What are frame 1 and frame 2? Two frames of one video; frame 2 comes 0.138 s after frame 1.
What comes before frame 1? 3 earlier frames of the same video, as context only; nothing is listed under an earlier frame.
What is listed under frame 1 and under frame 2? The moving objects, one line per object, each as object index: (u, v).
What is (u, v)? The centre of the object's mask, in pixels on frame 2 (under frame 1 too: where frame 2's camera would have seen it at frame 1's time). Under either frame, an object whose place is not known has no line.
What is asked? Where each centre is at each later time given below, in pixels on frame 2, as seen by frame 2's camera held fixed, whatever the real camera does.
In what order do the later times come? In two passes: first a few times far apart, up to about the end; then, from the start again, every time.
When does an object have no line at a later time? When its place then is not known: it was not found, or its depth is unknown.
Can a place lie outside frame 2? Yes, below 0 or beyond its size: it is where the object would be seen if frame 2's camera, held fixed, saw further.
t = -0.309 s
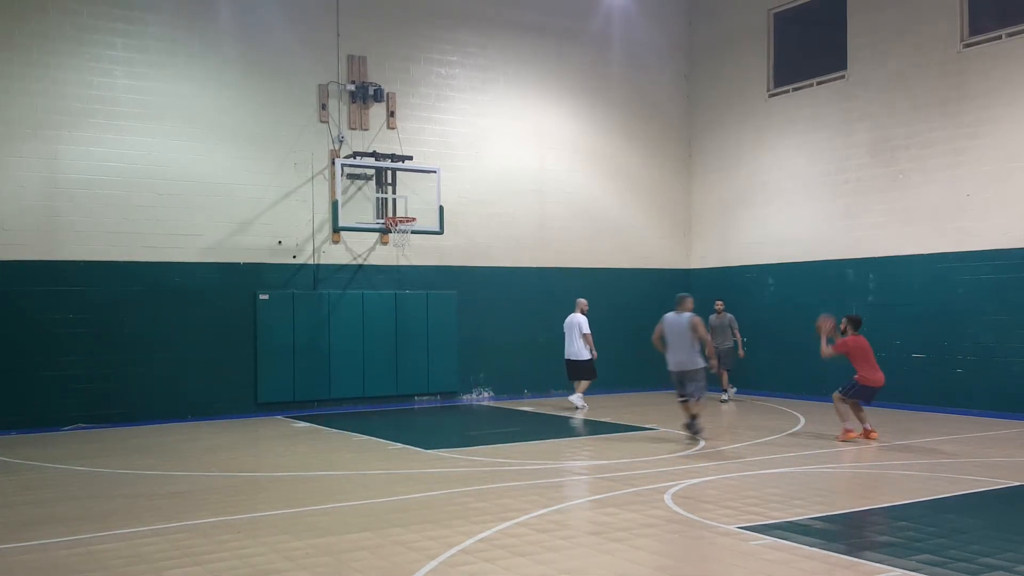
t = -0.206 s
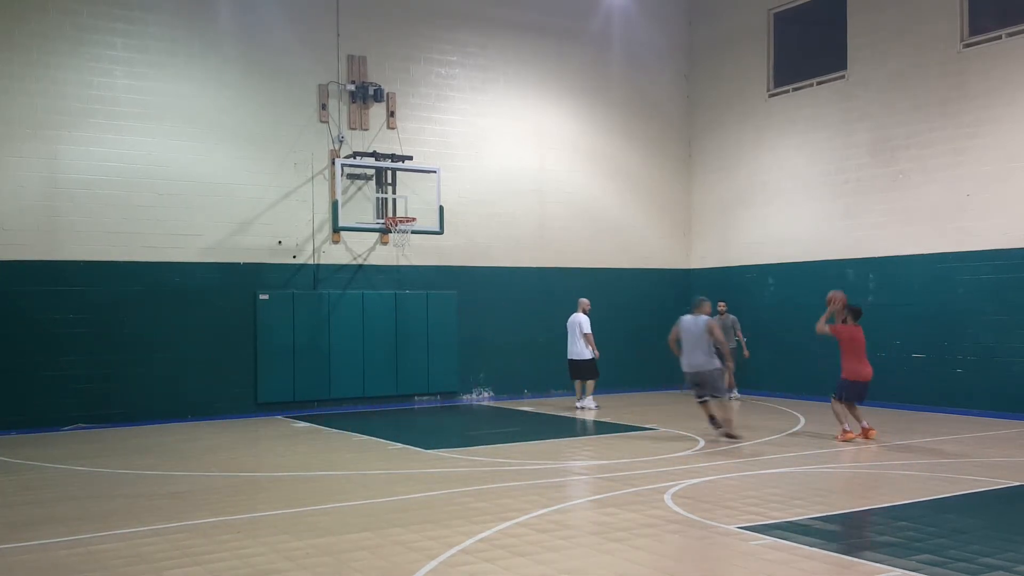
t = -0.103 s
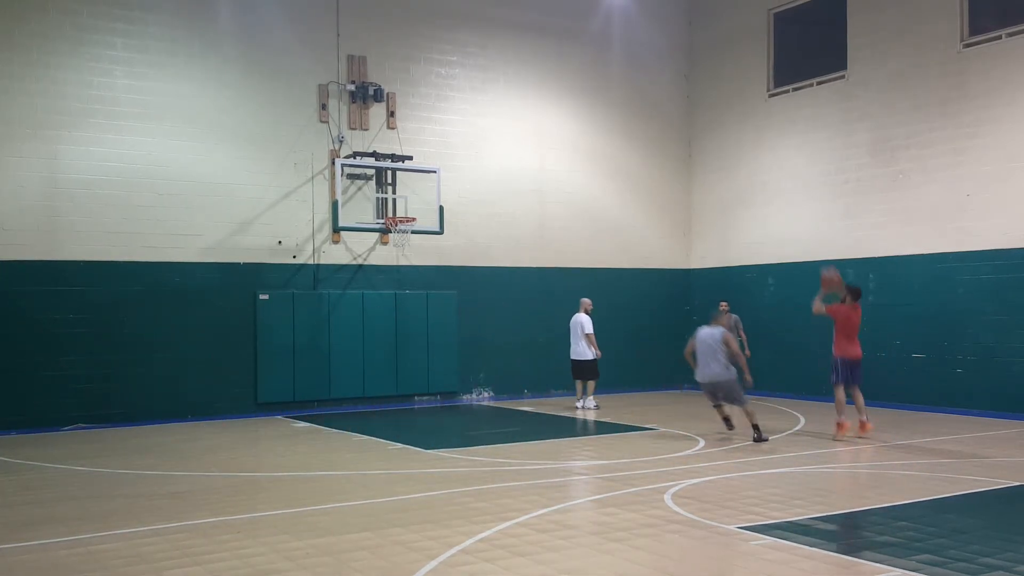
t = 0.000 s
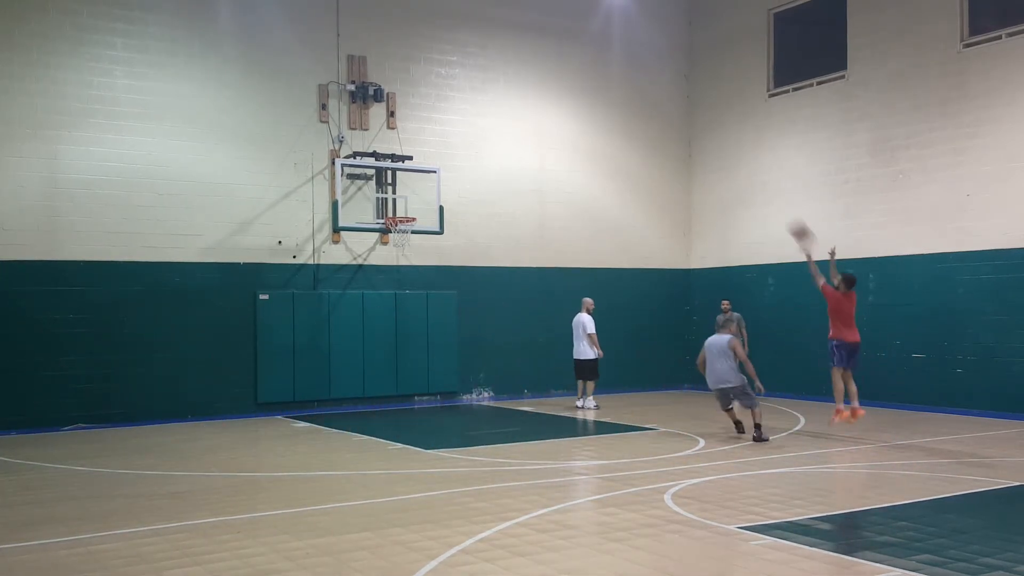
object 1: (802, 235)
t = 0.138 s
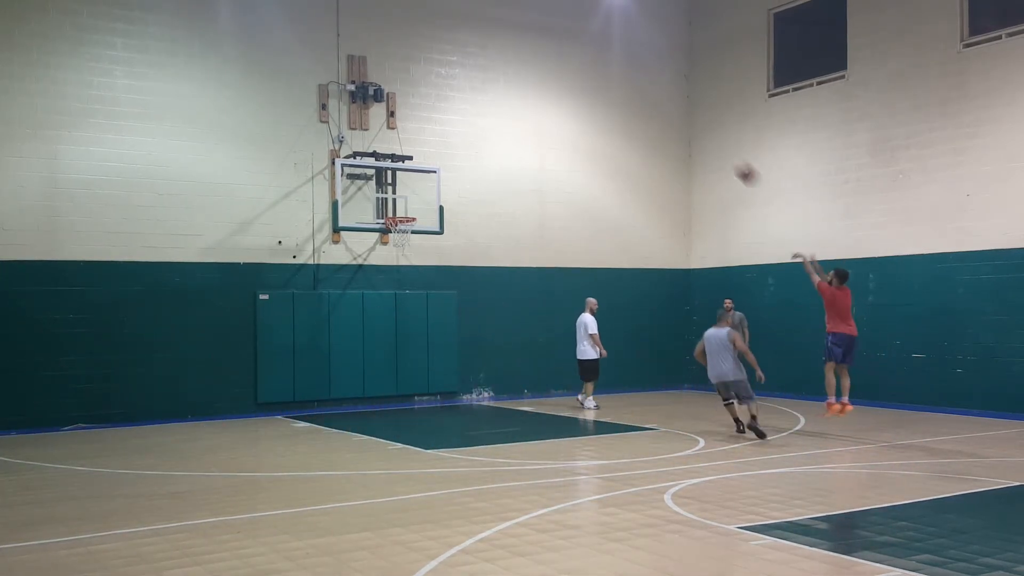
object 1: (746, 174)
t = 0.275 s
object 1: (694, 131)
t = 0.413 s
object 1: (647, 102)
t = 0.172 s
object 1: (732, 161)
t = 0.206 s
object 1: (720, 150)
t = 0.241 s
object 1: (707, 140)
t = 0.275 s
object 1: (694, 131)
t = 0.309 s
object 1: (683, 122)
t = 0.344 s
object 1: (670, 115)
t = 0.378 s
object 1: (658, 108)
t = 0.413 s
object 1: (647, 102)
